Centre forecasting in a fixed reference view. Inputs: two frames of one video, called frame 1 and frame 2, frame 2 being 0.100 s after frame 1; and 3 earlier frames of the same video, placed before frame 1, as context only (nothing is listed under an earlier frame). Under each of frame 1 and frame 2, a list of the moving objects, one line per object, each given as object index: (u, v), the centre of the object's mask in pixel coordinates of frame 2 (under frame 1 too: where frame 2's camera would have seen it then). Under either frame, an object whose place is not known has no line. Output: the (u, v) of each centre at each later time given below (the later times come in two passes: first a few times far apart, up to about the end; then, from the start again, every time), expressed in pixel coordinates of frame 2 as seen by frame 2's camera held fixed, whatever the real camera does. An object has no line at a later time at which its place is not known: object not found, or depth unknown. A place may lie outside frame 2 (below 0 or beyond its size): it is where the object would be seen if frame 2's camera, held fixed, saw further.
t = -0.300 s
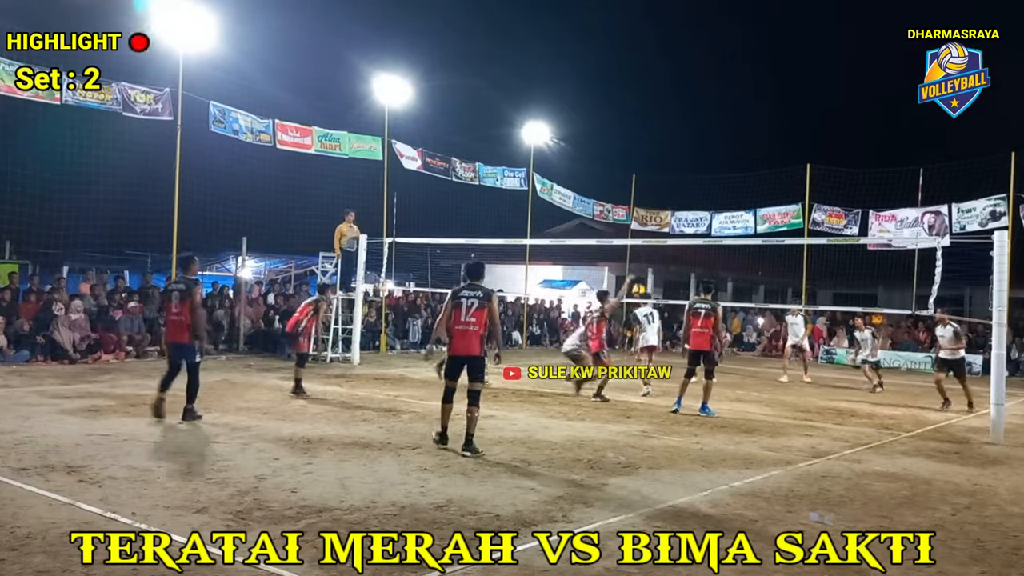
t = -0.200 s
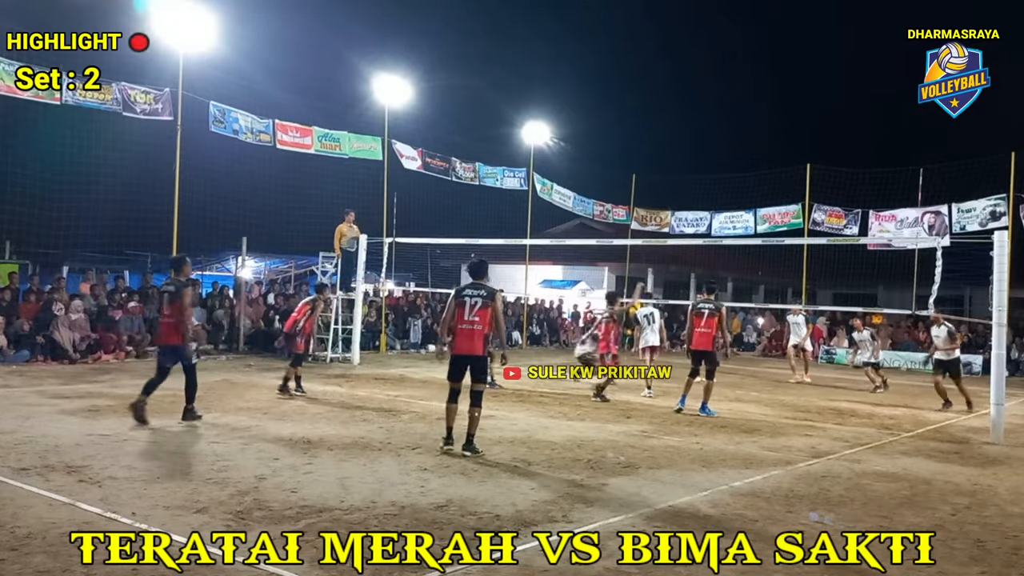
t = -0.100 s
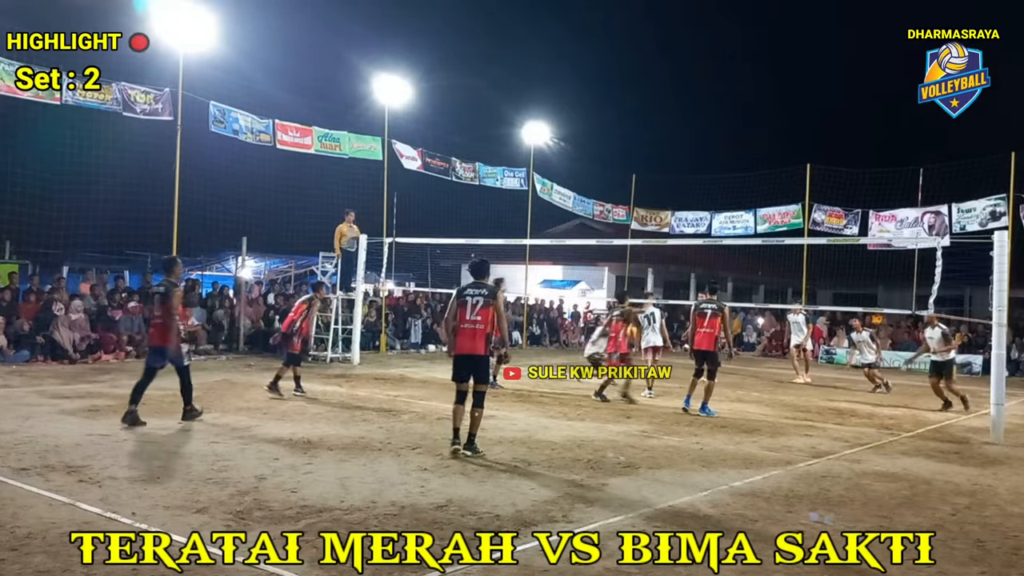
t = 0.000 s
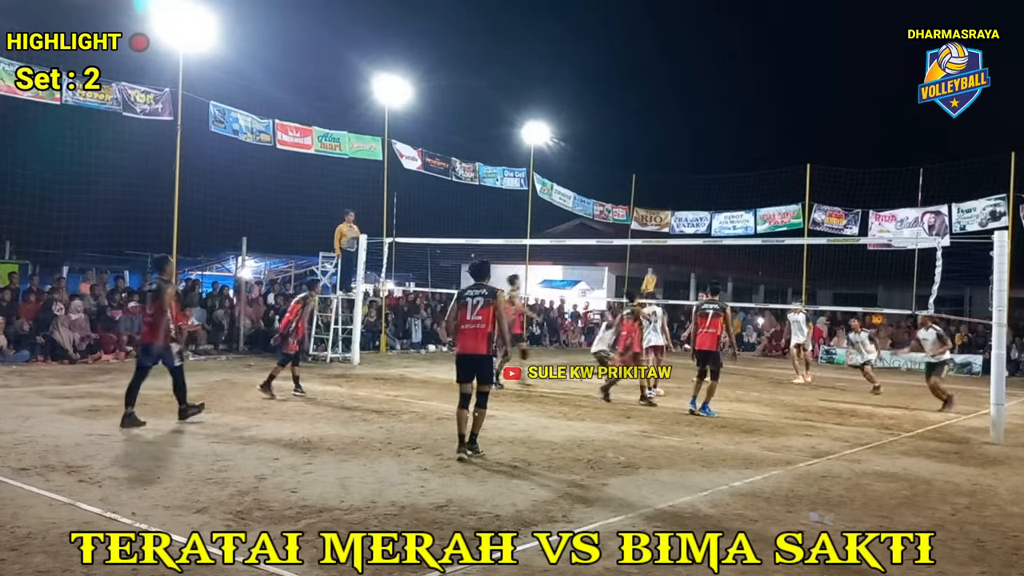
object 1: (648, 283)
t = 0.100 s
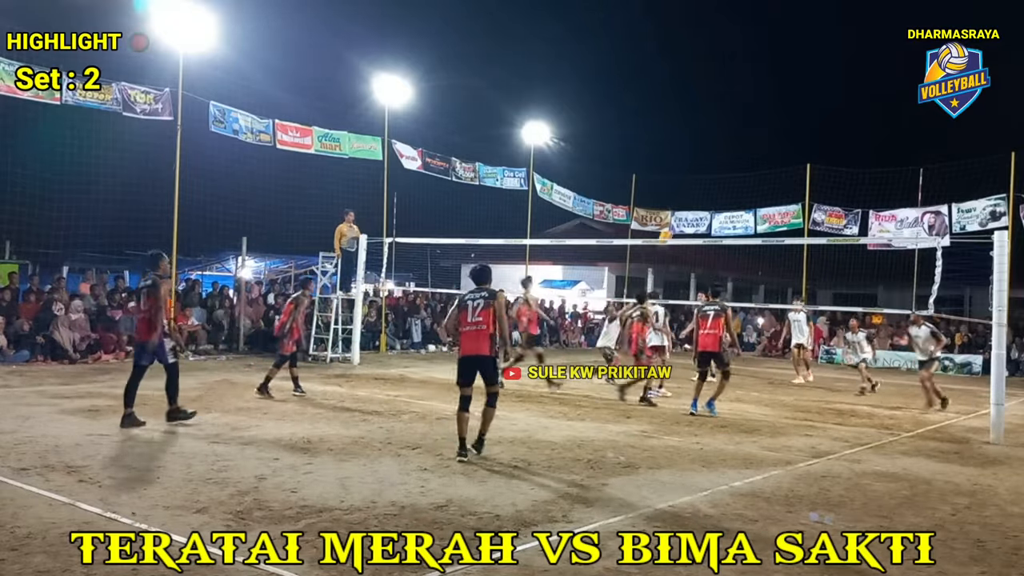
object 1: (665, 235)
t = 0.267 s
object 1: (691, 175)
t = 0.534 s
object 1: (730, 106)
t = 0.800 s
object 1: (767, 79)
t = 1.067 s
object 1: (802, 90)
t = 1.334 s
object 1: (835, 142)
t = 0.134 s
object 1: (670, 223)
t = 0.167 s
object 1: (676, 208)
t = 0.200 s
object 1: (681, 197)
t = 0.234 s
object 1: (686, 186)
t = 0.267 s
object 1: (691, 175)
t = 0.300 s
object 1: (696, 164)
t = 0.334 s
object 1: (701, 154)
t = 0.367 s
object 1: (705, 144)
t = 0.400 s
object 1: (710, 135)
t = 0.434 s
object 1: (715, 127)
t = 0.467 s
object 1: (720, 120)
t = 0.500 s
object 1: (725, 113)
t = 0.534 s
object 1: (730, 106)
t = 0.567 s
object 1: (734, 101)
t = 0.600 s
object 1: (739, 96)
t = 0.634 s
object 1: (744, 92)
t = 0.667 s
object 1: (748, 88)
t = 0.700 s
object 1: (753, 85)
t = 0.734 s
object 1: (758, 82)
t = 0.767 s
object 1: (762, 80)
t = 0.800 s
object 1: (767, 79)
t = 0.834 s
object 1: (771, 78)
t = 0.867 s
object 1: (776, 78)
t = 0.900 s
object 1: (780, 78)
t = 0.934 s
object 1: (785, 79)
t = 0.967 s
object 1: (789, 81)
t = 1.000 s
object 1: (794, 83)
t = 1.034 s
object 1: (798, 86)
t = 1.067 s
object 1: (802, 90)
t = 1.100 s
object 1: (806, 94)
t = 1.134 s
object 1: (810, 99)
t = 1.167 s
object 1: (815, 105)
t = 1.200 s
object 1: (819, 111)
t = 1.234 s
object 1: (823, 118)
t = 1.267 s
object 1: (827, 125)
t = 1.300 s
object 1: (831, 133)
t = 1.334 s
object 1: (835, 142)
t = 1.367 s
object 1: (839, 151)
